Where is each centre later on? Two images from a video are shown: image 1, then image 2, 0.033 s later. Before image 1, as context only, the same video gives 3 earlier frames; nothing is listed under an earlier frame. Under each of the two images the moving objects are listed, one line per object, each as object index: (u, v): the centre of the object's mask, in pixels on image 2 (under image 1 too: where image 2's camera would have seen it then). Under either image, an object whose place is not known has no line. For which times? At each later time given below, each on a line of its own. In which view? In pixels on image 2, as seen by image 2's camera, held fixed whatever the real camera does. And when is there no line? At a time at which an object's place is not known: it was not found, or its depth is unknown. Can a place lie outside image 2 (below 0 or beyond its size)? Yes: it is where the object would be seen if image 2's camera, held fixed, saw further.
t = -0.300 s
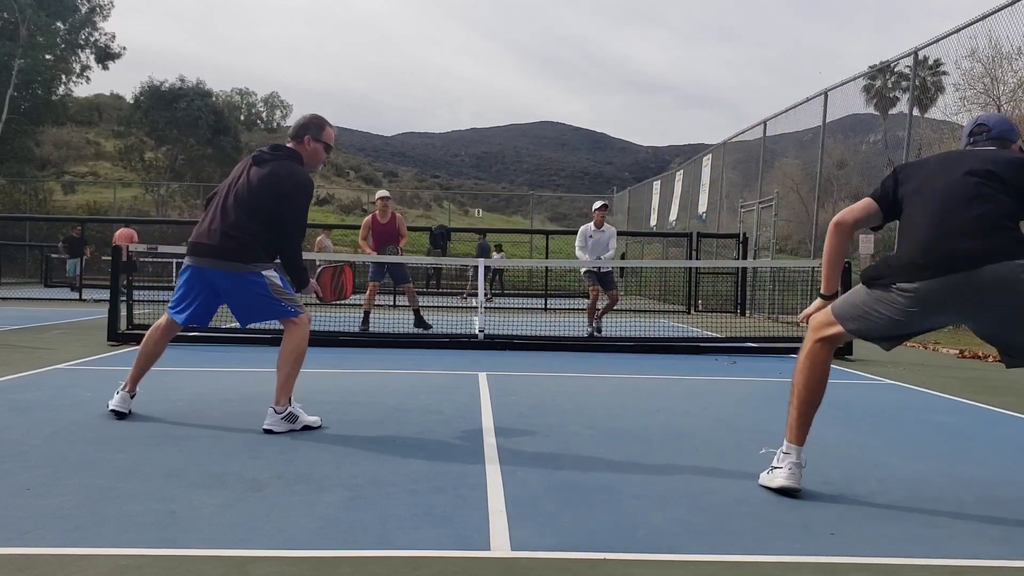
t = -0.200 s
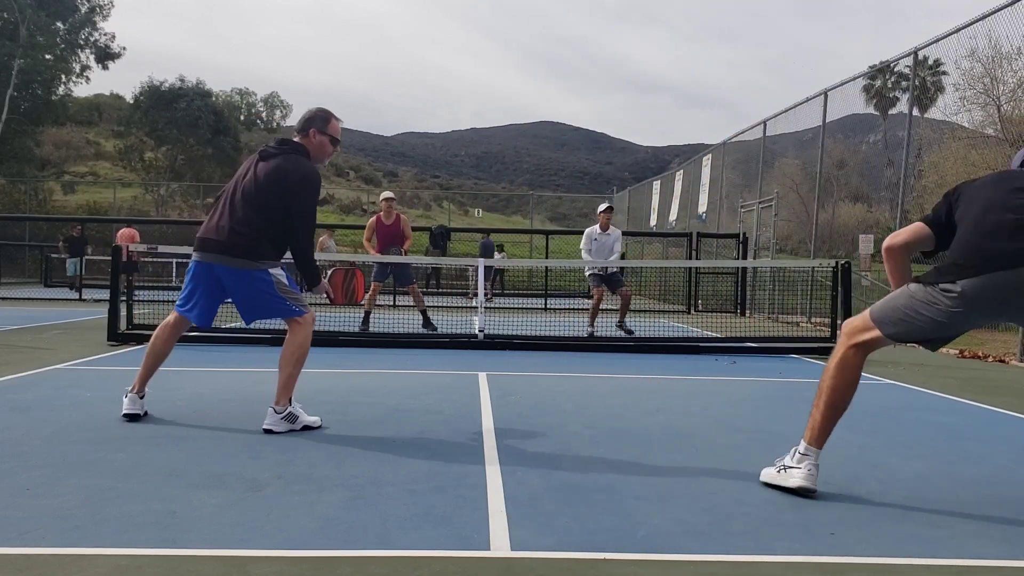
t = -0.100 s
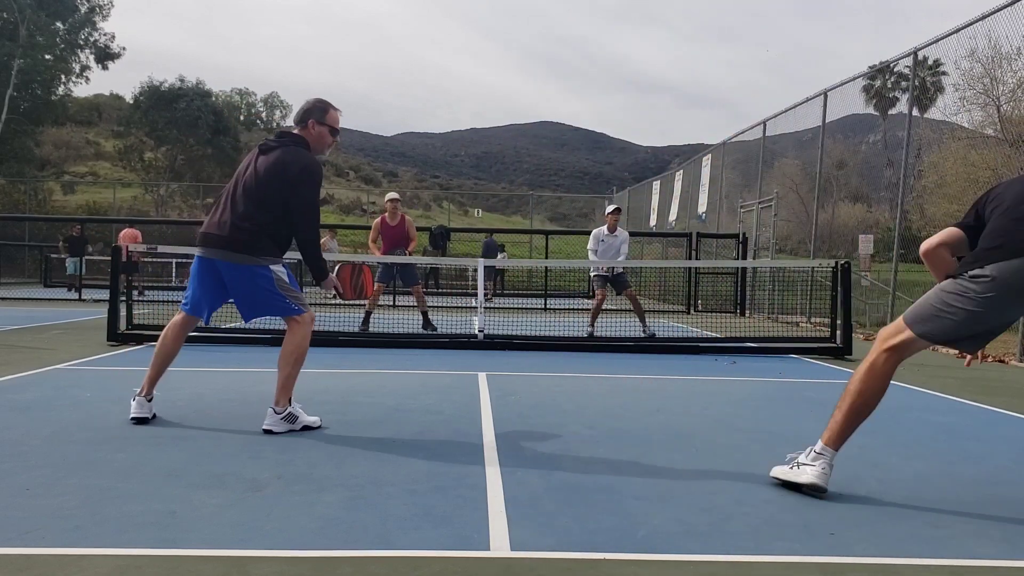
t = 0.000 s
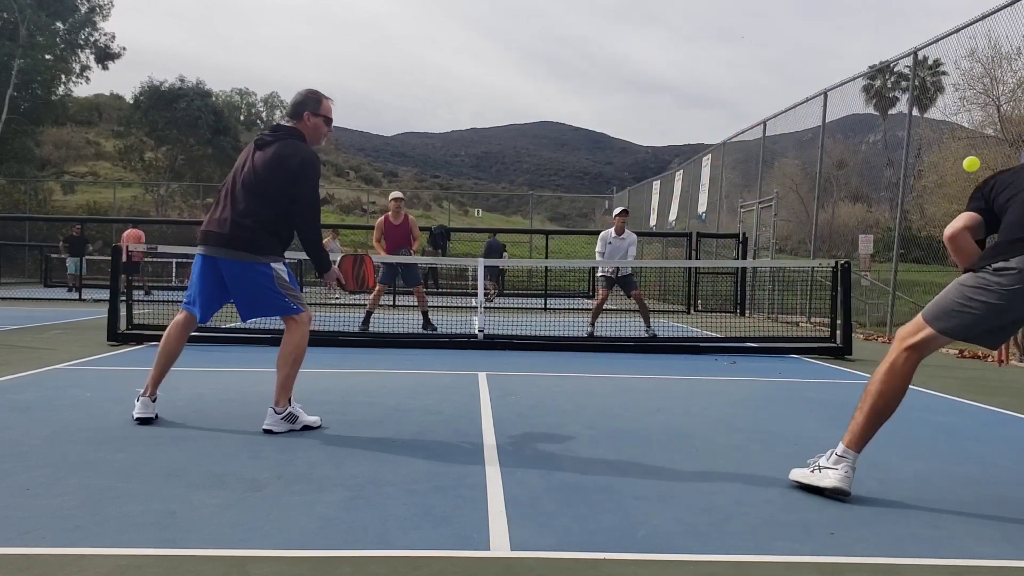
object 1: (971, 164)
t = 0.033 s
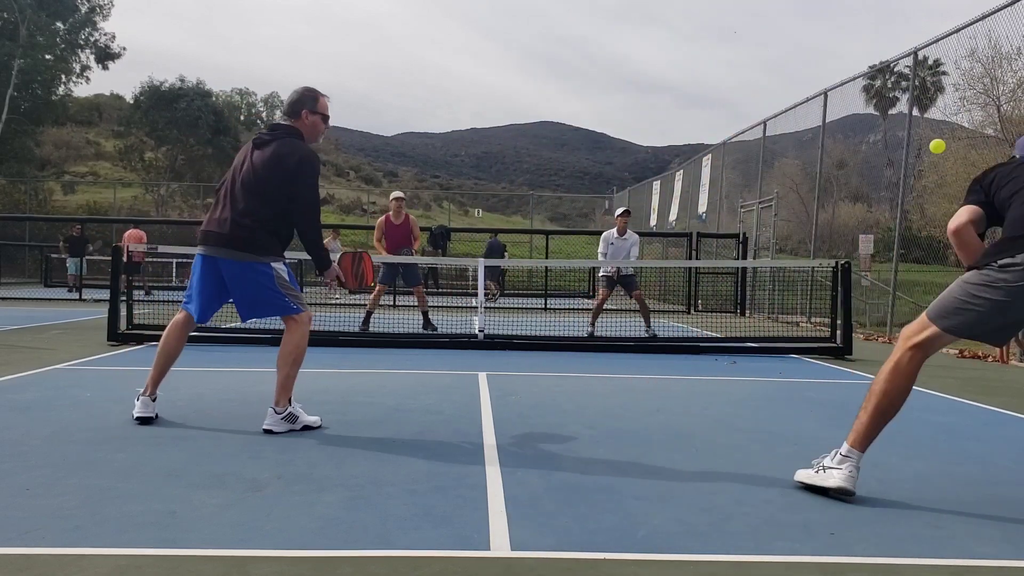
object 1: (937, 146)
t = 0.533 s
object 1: (671, 141)
